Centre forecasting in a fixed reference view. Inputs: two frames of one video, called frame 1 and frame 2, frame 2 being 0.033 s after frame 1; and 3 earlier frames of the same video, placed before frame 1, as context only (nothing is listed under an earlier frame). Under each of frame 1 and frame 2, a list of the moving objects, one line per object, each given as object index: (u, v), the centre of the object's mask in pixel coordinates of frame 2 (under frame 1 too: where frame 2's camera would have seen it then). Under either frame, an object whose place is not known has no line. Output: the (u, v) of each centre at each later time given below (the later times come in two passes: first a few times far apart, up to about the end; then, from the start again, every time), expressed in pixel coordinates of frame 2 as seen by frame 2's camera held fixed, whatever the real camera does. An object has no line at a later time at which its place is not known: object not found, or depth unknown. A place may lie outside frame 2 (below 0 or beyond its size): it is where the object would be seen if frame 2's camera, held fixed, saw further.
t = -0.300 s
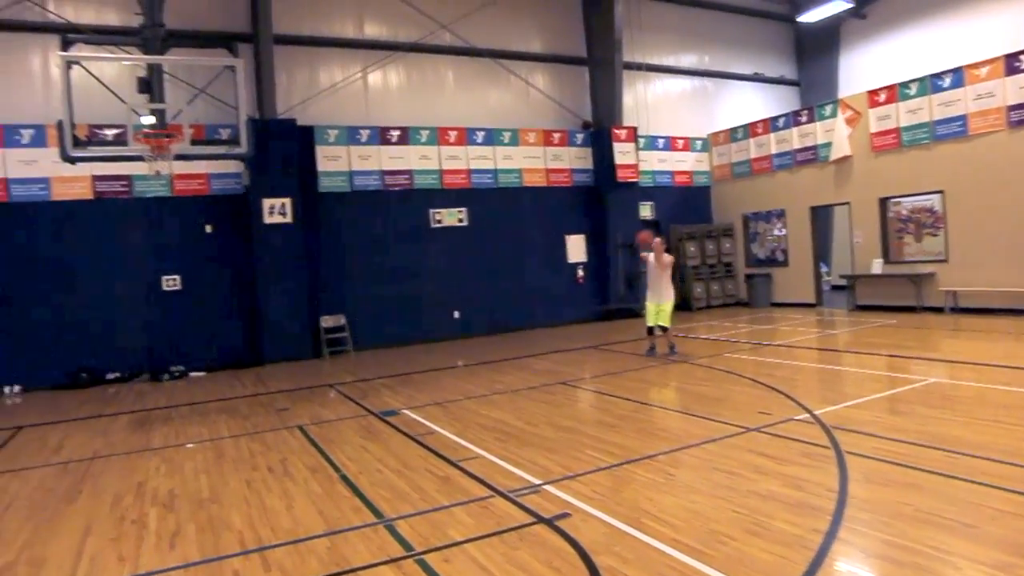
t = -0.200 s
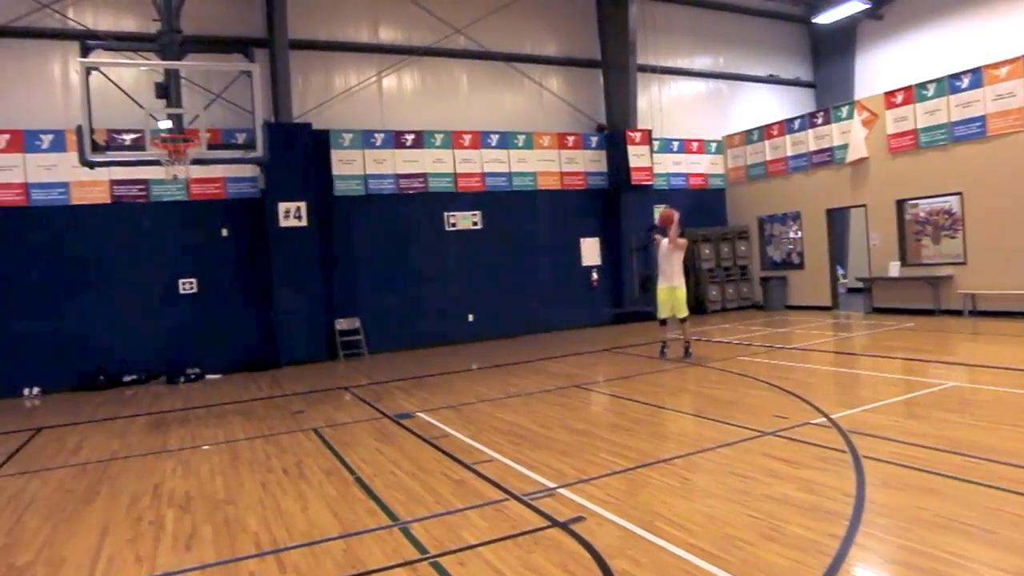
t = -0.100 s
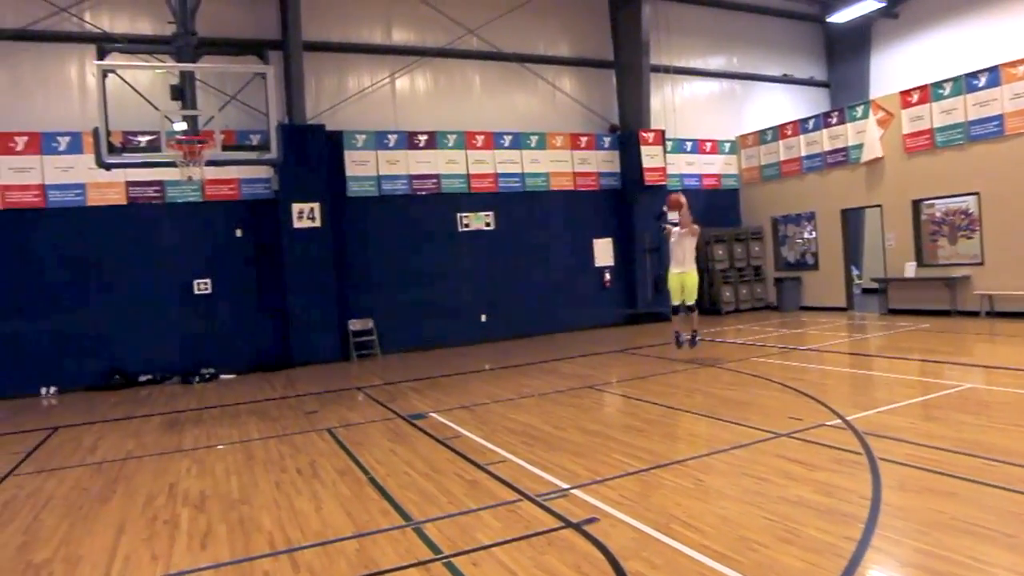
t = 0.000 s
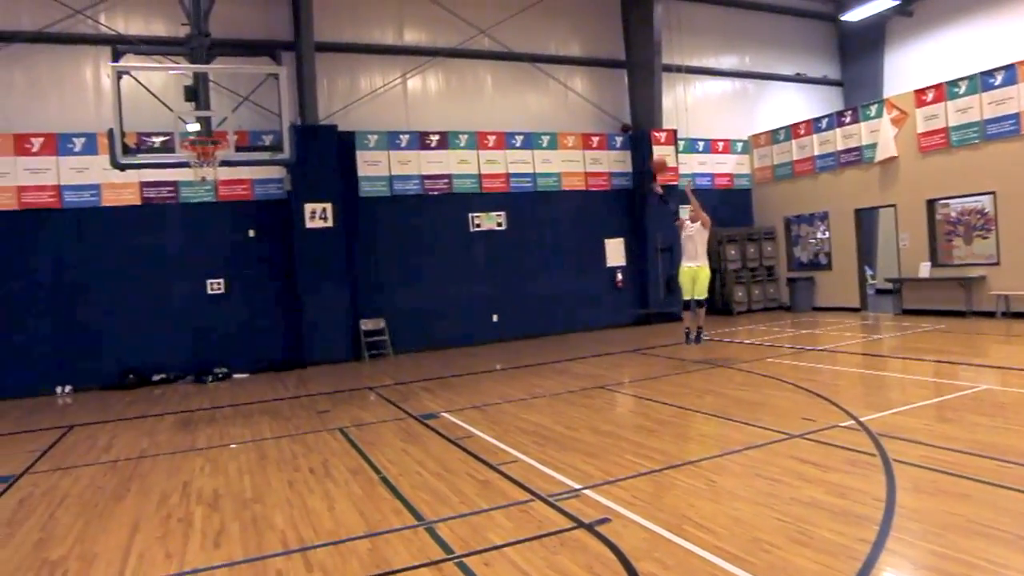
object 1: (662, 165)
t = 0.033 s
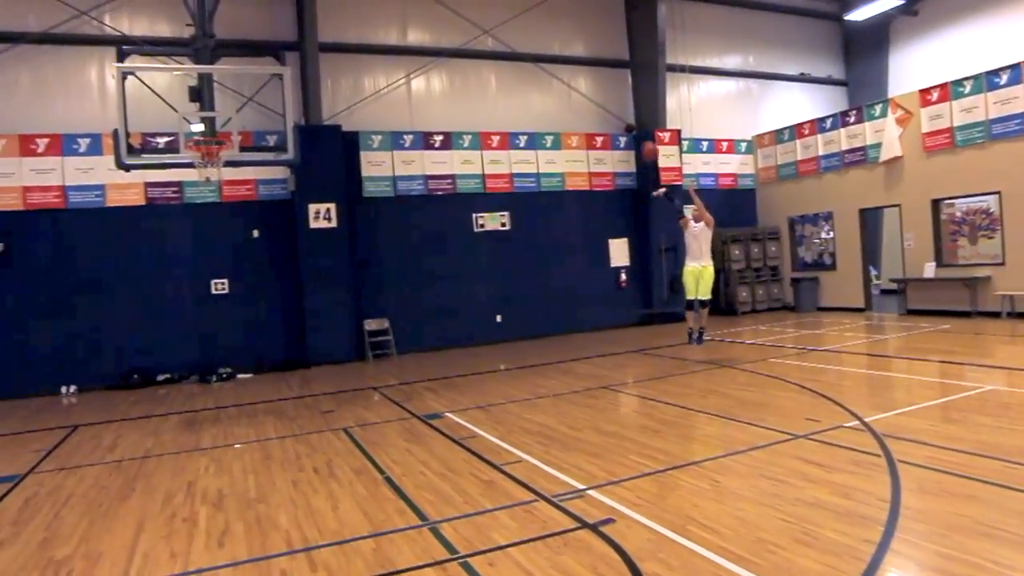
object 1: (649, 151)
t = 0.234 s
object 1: (573, 84)
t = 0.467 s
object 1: (479, 38)
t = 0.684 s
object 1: (386, 33)
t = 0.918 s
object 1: (279, 74)
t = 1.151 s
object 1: (218, 154)
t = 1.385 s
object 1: (223, 182)
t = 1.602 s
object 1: (226, 244)
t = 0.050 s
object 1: (644, 145)
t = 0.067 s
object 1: (639, 138)
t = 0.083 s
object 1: (632, 132)
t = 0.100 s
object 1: (626, 126)
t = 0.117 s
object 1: (619, 122)
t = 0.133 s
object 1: (612, 116)
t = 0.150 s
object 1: (605, 110)
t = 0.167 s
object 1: (599, 105)
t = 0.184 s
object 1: (593, 99)
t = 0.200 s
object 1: (586, 94)
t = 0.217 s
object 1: (579, 89)
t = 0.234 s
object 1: (573, 84)
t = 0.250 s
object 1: (567, 79)
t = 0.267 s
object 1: (560, 75)
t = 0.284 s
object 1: (554, 71)
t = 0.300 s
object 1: (547, 66)
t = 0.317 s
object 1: (541, 64)
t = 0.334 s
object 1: (534, 59)
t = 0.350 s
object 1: (528, 56)
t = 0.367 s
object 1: (521, 53)
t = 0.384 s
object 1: (514, 50)
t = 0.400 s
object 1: (508, 48)
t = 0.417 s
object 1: (500, 45)
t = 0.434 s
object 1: (493, 42)
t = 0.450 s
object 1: (486, 40)
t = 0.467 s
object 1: (479, 38)
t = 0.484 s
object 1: (472, 37)
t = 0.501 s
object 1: (465, 35)
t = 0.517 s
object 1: (458, 34)
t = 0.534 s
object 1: (451, 33)
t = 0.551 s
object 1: (444, 32)
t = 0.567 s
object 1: (436, 31)
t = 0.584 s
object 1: (430, 31)
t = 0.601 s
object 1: (422, 30)
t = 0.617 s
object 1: (414, 30)
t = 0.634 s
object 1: (408, 31)
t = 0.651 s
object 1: (401, 31)
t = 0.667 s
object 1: (394, 32)
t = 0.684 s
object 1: (386, 33)
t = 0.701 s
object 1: (379, 34)
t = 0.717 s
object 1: (371, 35)
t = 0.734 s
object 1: (364, 38)
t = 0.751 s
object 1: (357, 40)
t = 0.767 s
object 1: (349, 42)
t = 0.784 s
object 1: (342, 44)
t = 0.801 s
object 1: (333, 47)
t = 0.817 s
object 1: (326, 50)
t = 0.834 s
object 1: (318, 53)
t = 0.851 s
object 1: (310, 56)
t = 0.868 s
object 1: (303, 60)
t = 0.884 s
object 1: (295, 65)
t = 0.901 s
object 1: (286, 69)
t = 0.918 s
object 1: (279, 74)
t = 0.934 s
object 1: (272, 79)
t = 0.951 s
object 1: (262, 85)
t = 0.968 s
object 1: (255, 90)
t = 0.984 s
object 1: (248, 96)
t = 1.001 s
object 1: (240, 102)
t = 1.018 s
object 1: (233, 107)
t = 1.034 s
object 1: (224, 115)
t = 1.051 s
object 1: (215, 124)
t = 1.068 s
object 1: (209, 126)
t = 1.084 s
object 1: (195, 141)
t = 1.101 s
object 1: (197, 143)
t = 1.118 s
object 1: (203, 148)
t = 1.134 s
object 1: (212, 151)
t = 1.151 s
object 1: (218, 154)
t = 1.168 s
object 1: (221, 157)
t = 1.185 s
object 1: (222, 160)
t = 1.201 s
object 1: (224, 162)
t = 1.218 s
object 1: (224, 164)
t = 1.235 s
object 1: (224, 165)
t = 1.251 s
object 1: (224, 168)
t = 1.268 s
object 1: (224, 169)
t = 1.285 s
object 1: (224, 169)
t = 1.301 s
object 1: (224, 171)
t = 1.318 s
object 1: (224, 173)
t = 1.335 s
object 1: (224, 174)
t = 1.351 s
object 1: (224, 177)
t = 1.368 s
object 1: (224, 179)
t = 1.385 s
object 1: (223, 182)
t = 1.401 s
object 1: (224, 185)
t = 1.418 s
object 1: (224, 189)
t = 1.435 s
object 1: (224, 192)
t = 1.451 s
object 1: (224, 197)
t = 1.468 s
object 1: (225, 201)
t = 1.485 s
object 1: (225, 206)
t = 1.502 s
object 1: (225, 210)
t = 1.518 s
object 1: (225, 215)
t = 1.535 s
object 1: (225, 220)
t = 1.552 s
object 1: (225, 226)
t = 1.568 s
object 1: (225, 231)
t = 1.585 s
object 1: (226, 238)
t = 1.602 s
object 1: (226, 244)
